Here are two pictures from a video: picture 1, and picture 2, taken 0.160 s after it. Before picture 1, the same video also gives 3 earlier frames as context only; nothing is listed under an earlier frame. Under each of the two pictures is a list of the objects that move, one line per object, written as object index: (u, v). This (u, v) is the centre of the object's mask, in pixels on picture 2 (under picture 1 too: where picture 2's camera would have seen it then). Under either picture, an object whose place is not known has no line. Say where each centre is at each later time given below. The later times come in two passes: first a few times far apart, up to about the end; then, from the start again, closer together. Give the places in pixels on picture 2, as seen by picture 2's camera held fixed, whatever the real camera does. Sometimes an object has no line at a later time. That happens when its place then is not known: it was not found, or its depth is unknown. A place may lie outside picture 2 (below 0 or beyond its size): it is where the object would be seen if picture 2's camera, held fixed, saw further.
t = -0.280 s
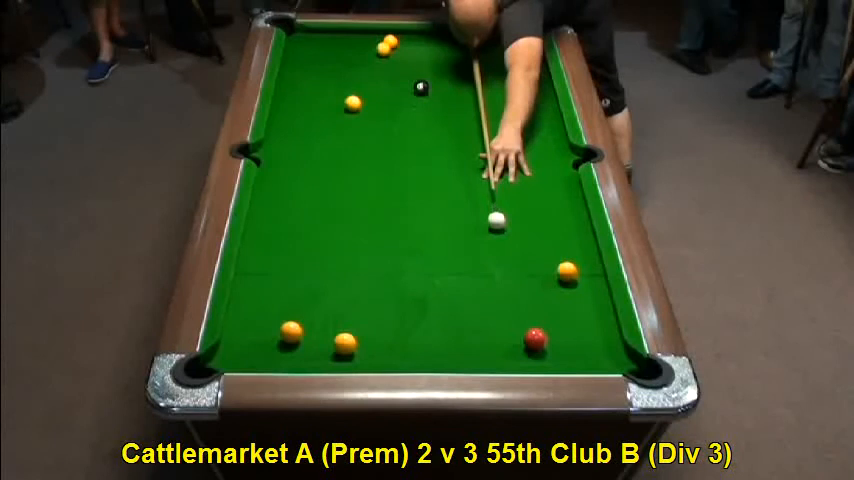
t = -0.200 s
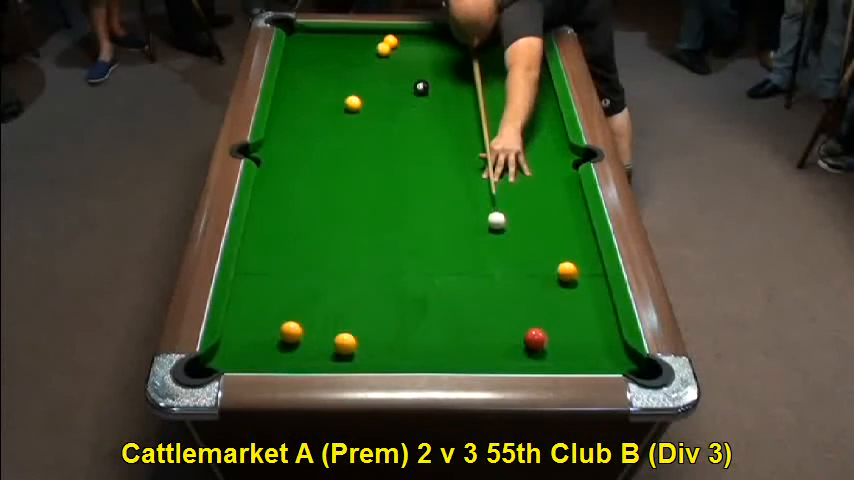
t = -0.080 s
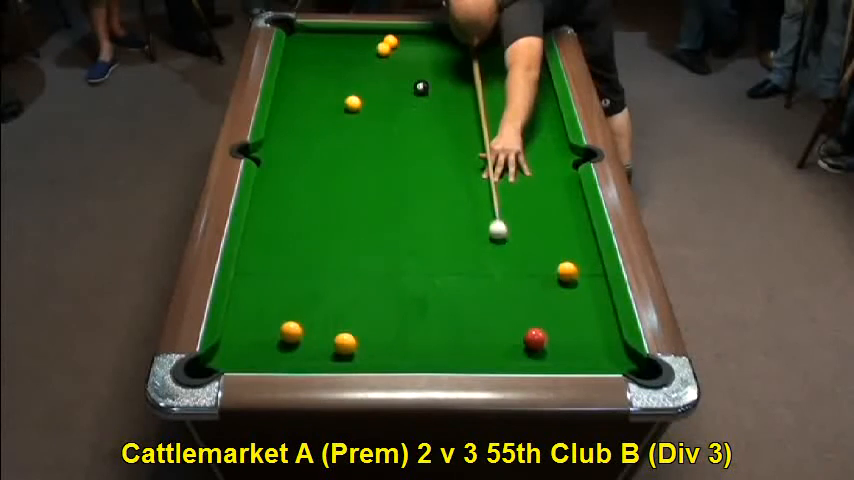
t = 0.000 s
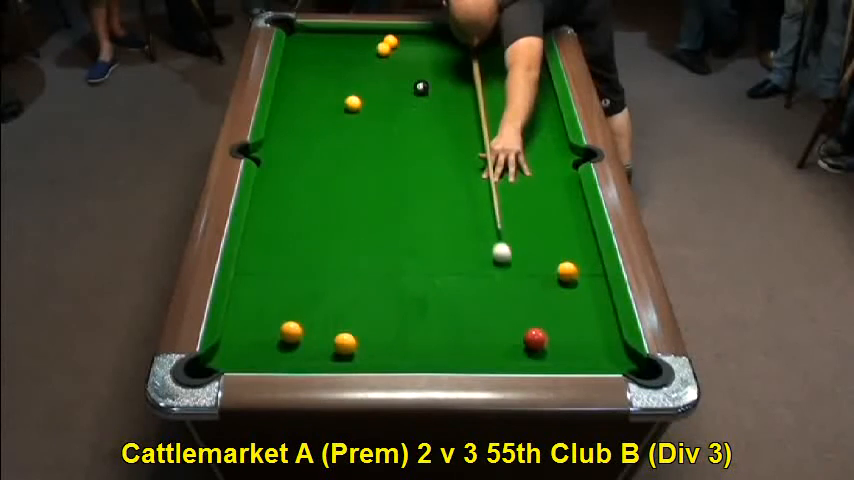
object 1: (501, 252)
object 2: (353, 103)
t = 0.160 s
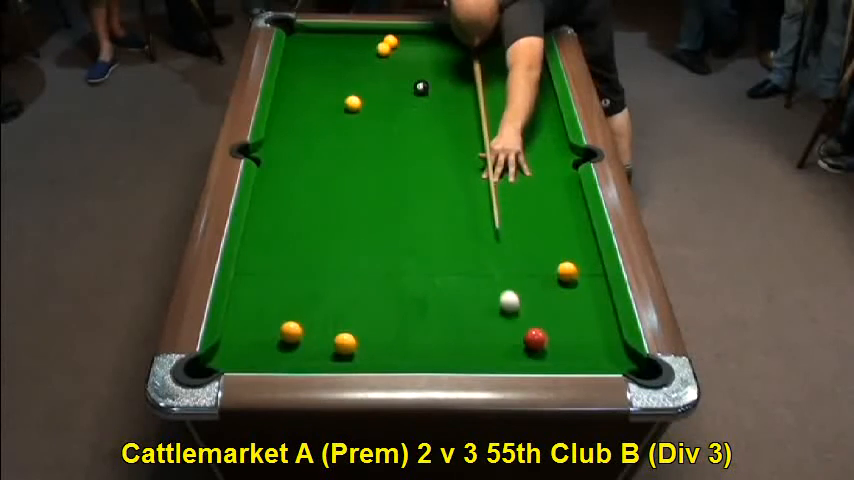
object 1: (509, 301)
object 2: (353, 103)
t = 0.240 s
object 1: (513, 328)
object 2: (353, 103)
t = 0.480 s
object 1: (487, 331)
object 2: (353, 103)
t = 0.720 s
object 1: (463, 287)
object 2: (353, 103)
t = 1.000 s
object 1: (439, 245)
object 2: (353, 103)
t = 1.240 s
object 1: (422, 213)
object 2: (353, 103)
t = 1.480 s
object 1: (407, 185)
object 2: (353, 103)
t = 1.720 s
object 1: (394, 161)
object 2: (353, 103)
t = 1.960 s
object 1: (383, 139)
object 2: (353, 103)
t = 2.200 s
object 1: (373, 120)
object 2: (353, 103)
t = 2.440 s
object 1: (369, 105)
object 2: (349, 102)
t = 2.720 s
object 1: (378, 94)
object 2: (336, 97)
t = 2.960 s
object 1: (385, 85)
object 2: (326, 94)
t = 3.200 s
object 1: (391, 77)
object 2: (319, 92)
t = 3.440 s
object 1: (396, 71)
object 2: (313, 90)
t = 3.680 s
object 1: (401, 66)
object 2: (309, 89)
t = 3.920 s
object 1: (405, 61)
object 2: (307, 88)
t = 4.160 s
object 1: (408, 57)
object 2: (307, 88)
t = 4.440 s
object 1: (410, 54)
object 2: (307, 88)
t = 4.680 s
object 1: (412, 51)
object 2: (307, 88)
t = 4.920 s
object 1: (412, 50)
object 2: (307, 88)
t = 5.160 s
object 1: (412, 49)
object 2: (307, 88)
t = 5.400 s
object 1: (412, 49)
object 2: (307, 88)
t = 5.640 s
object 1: (412, 49)
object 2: (307, 88)
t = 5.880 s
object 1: (412, 49)
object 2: (307, 88)
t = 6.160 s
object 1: (412, 49)
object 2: (307, 88)
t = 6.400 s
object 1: (412, 49)
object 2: (307, 88)
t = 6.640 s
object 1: (412, 49)
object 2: (307, 88)
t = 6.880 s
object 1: (412, 49)
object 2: (307, 88)
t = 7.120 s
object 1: (412, 49)
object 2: (307, 88)
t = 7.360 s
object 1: (412, 49)
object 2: (307, 88)
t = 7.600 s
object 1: (412, 49)
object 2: (307, 88)
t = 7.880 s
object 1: (412, 49)
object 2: (307, 88)
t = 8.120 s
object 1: (412, 49)
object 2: (307, 88)
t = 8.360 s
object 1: (412, 49)
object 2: (307, 88)
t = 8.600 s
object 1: (412, 49)
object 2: (307, 88)
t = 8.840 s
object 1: (412, 49)
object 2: (307, 88)
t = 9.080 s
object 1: (412, 49)
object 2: (307, 88)
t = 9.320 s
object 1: (412, 49)
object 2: (307, 88)
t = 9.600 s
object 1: (412, 49)
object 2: (307, 88)
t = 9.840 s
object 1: (412, 49)
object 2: (307, 88)
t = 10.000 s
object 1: (412, 49)
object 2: (307, 88)
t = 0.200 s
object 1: (511, 315)
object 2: (353, 103)
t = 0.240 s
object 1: (513, 328)
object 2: (353, 103)
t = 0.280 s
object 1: (511, 340)
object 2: (353, 103)
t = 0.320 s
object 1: (506, 351)
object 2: (353, 103)
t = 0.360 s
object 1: (501, 355)
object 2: (353, 103)
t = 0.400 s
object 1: (496, 347)
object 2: (353, 103)
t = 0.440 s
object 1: (492, 338)
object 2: (353, 103)
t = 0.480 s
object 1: (487, 331)
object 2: (353, 103)
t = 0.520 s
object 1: (483, 323)
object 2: (353, 103)
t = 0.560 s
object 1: (479, 315)
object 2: (353, 103)
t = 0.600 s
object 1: (474, 308)
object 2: (353, 103)
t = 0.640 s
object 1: (471, 301)
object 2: (353, 103)
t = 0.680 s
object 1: (467, 294)
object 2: (353, 103)
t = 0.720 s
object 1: (463, 287)
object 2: (353, 103)
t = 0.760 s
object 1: (459, 281)
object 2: (353, 103)
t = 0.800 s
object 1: (456, 275)
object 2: (353, 103)
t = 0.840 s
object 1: (452, 268)
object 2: (353, 103)
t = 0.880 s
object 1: (449, 262)
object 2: (353, 103)
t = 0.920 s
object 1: (446, 256)
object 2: (353, 103)
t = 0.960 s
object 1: (443, 250)
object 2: (353, 103)
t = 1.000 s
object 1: (439, 245)
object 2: (353, 103)
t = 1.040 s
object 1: (437, 239)
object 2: (353, 103)
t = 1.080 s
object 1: (433, 234)
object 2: (353, 103)
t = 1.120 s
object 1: (430, 228)
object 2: (353, 103)
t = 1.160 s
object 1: (428, 223)
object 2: (353, 103)
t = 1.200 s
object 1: (425, 218)
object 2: (353, 103)
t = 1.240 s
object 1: (422, 213)
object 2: (353, 103)
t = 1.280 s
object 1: (420, 208)
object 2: (353, 103)
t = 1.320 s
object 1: (417, 203)
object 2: (353, 103)
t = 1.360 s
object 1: (415, 199)
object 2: (353, 103)
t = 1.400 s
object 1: (412, 194)
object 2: (353, 103)
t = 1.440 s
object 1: (410, 190)
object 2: (353, 103)
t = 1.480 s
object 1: (407, 185)
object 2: (353, 103)
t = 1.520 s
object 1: (405, 181)
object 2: (353, 103)
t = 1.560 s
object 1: (403, 177)
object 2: (353, 103)
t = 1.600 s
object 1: (401, 173)
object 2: (353, 103)
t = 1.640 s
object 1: (398, 168)
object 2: (353, 103)
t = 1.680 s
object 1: (396, 165)
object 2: (353, 103)
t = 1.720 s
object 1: (394, 161)
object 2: (353, 103)
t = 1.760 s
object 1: (392, 157)
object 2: (353, 103)
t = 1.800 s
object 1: (390, 153)
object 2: (353, 103)
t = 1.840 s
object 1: (389, 150)
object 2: (353, 103)
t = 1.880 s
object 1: (386, 146)
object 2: (353, 103)
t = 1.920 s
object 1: (385, 143)
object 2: (353, 103)
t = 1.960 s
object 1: (383, 139)
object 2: (353, 103)
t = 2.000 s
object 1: (381, 136)
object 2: (353, 103)
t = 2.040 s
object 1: (379, 132)
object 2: (353, 103)
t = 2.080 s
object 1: (378, 129)
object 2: (353, 103)
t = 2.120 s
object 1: (376, 126)
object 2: (353, 103)
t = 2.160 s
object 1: (374, 123)
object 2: (353, 103)
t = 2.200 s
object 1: (373, 120)
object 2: (353, 103)
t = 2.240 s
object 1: (371, 117)
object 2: (353, 103)
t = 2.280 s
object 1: (369, 114)
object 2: (353, 103)
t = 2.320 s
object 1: (368, 111)
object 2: (352, 103)
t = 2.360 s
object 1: (366, 109)
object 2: (352, 103)
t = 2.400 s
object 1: (367, 107)
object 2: (351, 102)
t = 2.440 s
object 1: (369, 105)
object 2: (349, 102)
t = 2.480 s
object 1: (370, 103)
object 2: (347, 101)
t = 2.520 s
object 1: (371, 101)
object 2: (344, 100)
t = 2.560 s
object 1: (373, 100)
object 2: (343, 100)
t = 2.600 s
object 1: (374, 98)
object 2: (341, 99)
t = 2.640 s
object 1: (376, 97)
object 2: (339, 99)
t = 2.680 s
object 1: (377, 95)
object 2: (337, 98)
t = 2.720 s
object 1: (378, 94)
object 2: (336, 97)
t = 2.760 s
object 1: (379, 92)
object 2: (334, 97)
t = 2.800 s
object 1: (380, 90)
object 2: (332, 96)
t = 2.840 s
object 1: (382, 89)
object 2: (331, 96)
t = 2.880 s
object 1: (382, 88)
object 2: (329, 95)
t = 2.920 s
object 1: (384, 86)
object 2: (328, 95)
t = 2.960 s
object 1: (385, 85)
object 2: (326, 94)
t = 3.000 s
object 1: (386, 84)
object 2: (325, 94)
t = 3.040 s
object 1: (387, 82)
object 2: (323, 93)
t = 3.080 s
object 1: (388, 81)
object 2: (322, 93)
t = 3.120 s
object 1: (389, 80)
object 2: (321, 93)
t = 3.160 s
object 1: (390, 79)
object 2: (320, 92)
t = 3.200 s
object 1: (391, 77)
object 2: (319, 92)
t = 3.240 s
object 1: (392, 76)
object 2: (317, 91)
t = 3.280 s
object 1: (393, 75)
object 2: (316, 91)
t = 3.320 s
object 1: (394, 74)
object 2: (315, 91)
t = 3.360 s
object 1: (394, 73)
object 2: (314, 90)
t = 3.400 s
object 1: (395, 72)
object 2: (313, 90)
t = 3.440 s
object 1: (396, 71)
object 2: (313, 90)
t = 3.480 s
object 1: (397, 70)
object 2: (311, 90)
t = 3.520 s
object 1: (398, 69)
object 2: (311, 90)
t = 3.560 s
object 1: (398, 68)
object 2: (310, 90)
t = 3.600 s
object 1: (399, 68)
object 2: (310, 89)
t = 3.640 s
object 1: (400, 67)
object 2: (309, 89)
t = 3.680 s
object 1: (401, 66)
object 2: (309, 89)
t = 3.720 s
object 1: (402, 65)
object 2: (308, 89)
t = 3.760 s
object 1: (402, 64)
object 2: (308, 89)
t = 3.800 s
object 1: (403, 63)
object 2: (308, 89)
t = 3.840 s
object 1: (403, 63)
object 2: (307, 89)
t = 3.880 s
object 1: (404, 62)
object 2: (307, 89)
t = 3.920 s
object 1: (405, 61)
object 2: (307, 88)
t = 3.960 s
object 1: (405, 60)
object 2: (307, 88)
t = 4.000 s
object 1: (406, 60)
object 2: (307, 88)
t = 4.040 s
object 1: (406, 59)
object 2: (307, 88)
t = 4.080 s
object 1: (407, 58)
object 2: (307, 88)
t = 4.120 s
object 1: (408, 58)
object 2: (307, 88)
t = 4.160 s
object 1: (408, 57)
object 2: (307, 88)
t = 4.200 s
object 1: (408, 57)
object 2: (307, 88)
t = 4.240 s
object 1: (409, 56)
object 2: (307, 88)
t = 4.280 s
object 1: (409, 56)
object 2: (307, 88)
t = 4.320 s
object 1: (410, 55)
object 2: (307, 88)
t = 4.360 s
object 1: (410, 55)
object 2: (307, 88)
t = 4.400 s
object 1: (410, 54)
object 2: (307, 88)
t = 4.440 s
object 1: (410, 54)
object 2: (307, 88)
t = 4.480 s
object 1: (411, 53)
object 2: (307, 88)
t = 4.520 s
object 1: (411, 53)
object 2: (307, 88)
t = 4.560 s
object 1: (411, 53)
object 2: (307, 88)
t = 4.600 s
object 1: (411, 52)
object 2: (307, 88)
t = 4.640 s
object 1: (412, 52)
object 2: (307, 88)
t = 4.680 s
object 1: (412, 51)
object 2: (307, 88)
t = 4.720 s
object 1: (412, 51)
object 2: (307, 88)
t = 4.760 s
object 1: (412, 51)
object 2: (307, 88)
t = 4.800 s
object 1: (412, 51)
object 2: (307, 88)
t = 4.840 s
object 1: (412, 50)
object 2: (307, 88)
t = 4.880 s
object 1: (412, 50)
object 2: (307, 88)
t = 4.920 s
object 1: (412, 50)
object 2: (307, 88)
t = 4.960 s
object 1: (412, 50)
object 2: (307, 88)
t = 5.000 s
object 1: (412, 50)
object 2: (307, 88)
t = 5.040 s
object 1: (412, 49)
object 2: (307, 88)
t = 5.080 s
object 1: (412, 49)
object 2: (307, 88)
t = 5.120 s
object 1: (412, 49)
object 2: (307, 88)
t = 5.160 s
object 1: (412, 49)
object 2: (307, 88)
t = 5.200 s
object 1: (412, 49)
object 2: (307, 88)
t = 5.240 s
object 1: (412, 49)
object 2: (307, 88)
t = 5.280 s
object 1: (412, 49)
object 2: (307, 88)
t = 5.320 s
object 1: (412, 49)
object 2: (307, 88)
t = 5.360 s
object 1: (412, 49)
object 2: (307, 88)
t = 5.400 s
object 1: (412, 49)
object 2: (307, 88)
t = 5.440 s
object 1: (412, 49)
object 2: (307, 88)
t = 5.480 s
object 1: (412, 49)
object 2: (307, 88)
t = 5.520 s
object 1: (412, 49)
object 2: (307, 88)
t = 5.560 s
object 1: (412, 49)
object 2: (307, 88)
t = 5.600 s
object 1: (412, 49)
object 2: (307, 88)
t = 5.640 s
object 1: (412, 49)
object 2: (307, 88)
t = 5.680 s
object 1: (412, 49)
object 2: (307, 88)
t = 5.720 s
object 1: (412, 49)
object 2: (307, 88)
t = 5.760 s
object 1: (412, 49)
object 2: (307, 88)
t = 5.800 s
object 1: (412, 49)
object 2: (307, 88)
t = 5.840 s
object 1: (412, 49)
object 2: (307, 88)
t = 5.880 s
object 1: (412, 49)
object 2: (307, 88)
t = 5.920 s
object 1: (412, 49)
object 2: (307, 88)
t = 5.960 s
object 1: (412, 49)
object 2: (307, 88)
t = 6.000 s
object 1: (412, 49)
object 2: (307, 88)
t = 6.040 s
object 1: (412, 49)
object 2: (307, 88)
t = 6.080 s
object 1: (412, 49)
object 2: (307, 88)
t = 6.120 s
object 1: (412, 49)
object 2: (307, 88)
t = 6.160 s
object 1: (412, 49)
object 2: (307, 88)
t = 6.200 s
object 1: (412, 49)
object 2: (307, 88)
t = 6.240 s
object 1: (412, 49)
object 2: (307, 88)
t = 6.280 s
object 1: (412, 49)
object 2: (307, 88)
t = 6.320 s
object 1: (412, 49)
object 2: (307, 88)
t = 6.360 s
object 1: (412, 49)
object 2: (307, 88)
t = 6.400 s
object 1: (412, 49)
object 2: (307, 88)
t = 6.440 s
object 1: (412, 49)
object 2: (307, 88)
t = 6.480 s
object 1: (412, 49)
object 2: (307, 88)
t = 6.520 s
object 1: (412, 49)
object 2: (307, 88)
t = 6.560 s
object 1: (412, 49)
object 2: (307, 88)
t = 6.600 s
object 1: (412, 49)
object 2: (307, 88)
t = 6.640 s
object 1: (412, 49)
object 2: (307, 88)
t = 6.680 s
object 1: (412, 49)
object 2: (307, 88)
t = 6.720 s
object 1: (412, 49)
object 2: (307, 88)
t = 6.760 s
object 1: (412, 49)
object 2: (307, 88)
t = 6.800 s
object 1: (412, 49)
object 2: (307, 88)
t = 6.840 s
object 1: (412, 49)
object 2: (307, 88)
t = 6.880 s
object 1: (412, 49)
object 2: (307, 88)
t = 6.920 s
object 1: (412, 49)
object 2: (307, 88)
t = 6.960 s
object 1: (412, 49)
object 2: (307, 88)
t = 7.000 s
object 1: (412, 49)
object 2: (307, 88)
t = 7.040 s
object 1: (412, 49)
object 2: (307, 88)
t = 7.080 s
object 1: (412, 49)
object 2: (307, 88)
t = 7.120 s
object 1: (412, 49)
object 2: (307, 88)
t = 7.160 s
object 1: (412, 49)
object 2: (307, 88)
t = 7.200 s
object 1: (412, 49)
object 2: (307, 88)
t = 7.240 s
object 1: (412, 49)
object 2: (307, 88)
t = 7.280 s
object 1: (412, 49)
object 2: (307, 88)
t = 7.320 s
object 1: (412, 49)
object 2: (307, 88)
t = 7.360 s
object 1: (412, 49)
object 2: (307, 88)
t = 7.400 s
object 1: (412, 49)
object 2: (307, 88)
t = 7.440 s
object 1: (412, 49)
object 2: (307, 88)
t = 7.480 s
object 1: (412, 49)
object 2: (307, 88)
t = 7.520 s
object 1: (412, 49)
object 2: (307, 88)
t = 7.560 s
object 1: (412, 49)
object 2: (307, 88)
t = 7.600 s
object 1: (412, 49)
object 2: (307, 88)
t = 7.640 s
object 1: (412, 49)
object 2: (307, 88)
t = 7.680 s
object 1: (412, 49)
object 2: (307, 88)
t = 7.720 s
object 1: (412, 49)
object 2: (307, 88)
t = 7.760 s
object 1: (412, 49)
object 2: (307, 88)
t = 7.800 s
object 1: (412, 49)
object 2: (307, 88)
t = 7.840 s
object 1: (412, 49)
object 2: (307, 88)
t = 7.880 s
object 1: (412, 49)
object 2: (307, 88)
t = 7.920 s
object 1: (412, 49)
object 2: (307, 88)
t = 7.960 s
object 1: (412, 49)
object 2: (307, 88)
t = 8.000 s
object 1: (412, 49)
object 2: (307, 88)
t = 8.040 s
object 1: (412, 49)
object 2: (307, 88)
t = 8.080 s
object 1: (412, 49)
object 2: (307, 88)
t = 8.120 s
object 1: (412, 49)
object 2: (307, 88)
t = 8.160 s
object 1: (412, 49)
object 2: (307, 88)
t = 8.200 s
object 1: (412, 49)
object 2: (307, 88)
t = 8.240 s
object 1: (412, 49)
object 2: (307, 88)
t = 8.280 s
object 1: (412, 49)
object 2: (307, 88)
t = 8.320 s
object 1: (412, 49)
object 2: (307, 88)
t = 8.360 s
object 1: (412, 49)
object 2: (307, 88)
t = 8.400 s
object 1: (412, 49)
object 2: (307, 88)
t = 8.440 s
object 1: (412, 49)
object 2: (307, 88)
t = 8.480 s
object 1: (412, 49)
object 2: (307, 88)
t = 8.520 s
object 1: (412, 49)
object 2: (307, 88)
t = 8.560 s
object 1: (412, 49)
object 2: (307, 88)
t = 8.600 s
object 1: (412, 49)
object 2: (307, 88)
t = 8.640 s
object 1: (412, 49)
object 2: (307, 88)
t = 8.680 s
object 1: (412, 49)
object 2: (307, 88)
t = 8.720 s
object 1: (412, 49)
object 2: (307, 88)
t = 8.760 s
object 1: (412, 49)
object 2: (307, 88)
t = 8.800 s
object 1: (412, 49)
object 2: (307, 88)
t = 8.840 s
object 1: (412, 49)
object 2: (307, 88)
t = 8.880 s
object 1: (412, 49)
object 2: (307, 88)
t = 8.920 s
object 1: (412, 49)
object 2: (307, 88)
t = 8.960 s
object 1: (412, 49)
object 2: (307, 88)
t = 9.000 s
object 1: (412, 49)
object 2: (307, 88)
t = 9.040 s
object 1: (412, 49)
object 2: (307, 88)
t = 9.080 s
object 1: (412, 49)
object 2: (307, 88)
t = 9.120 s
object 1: (412, 49)
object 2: (307, 88)
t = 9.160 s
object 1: (412, 49)
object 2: (307, 88)
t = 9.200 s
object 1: (412, 49)
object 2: (307, 88)
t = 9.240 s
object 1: (412, 49)
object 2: (307, 88)
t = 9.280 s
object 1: (412, 49)
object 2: (307, 88)
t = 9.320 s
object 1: (412, 49)
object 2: (307, 88)
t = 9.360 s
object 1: (412, 49)
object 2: (307, 88)
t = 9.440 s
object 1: (412, 49)
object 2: (307, 88)
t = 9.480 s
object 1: (412, 49)
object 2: (307, 88)
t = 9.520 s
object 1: (412, 49)
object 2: (307, 88)
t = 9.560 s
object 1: (412, 49)
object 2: (307, 88)
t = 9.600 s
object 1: (412, 49)
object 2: (307, 88)
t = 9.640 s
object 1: (412, 49)
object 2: (307, 88)
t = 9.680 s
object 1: (412, 49)
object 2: (307, 88)
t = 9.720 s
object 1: (412, 49)
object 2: (307, 88)
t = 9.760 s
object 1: (412, 49)
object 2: (307, 88)
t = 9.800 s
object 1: (412, 49)
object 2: (307, 88)
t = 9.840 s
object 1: (412, 49)
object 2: (307, 88)
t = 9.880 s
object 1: (412, 49)
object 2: (307, 88)
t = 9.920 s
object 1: (412, 49)
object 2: (307, 88)
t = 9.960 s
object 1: (412, 49)
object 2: (307, 88)
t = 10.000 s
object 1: (412, 49)
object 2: (307, 88)
